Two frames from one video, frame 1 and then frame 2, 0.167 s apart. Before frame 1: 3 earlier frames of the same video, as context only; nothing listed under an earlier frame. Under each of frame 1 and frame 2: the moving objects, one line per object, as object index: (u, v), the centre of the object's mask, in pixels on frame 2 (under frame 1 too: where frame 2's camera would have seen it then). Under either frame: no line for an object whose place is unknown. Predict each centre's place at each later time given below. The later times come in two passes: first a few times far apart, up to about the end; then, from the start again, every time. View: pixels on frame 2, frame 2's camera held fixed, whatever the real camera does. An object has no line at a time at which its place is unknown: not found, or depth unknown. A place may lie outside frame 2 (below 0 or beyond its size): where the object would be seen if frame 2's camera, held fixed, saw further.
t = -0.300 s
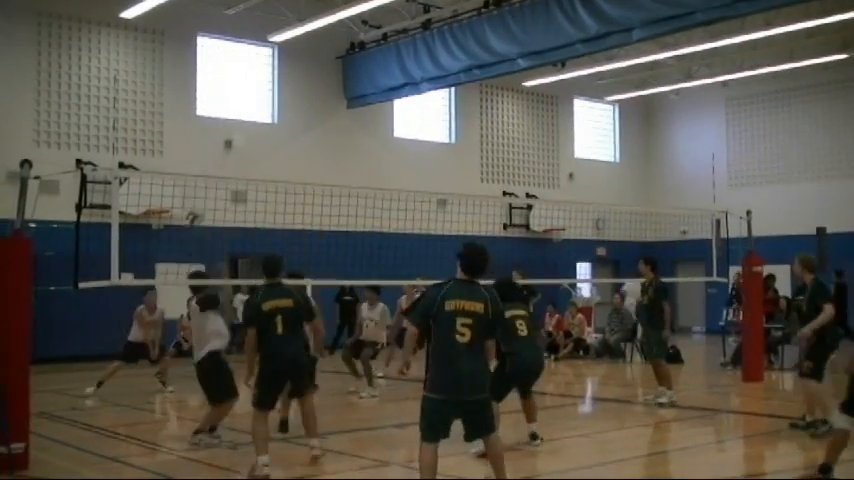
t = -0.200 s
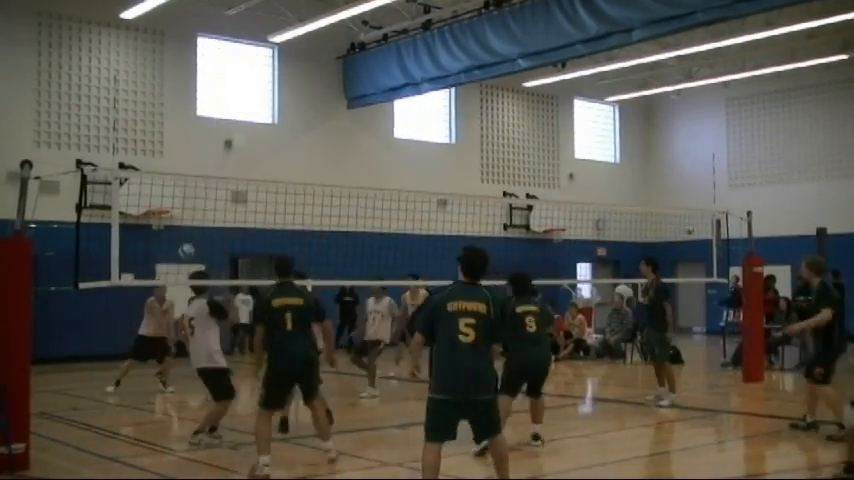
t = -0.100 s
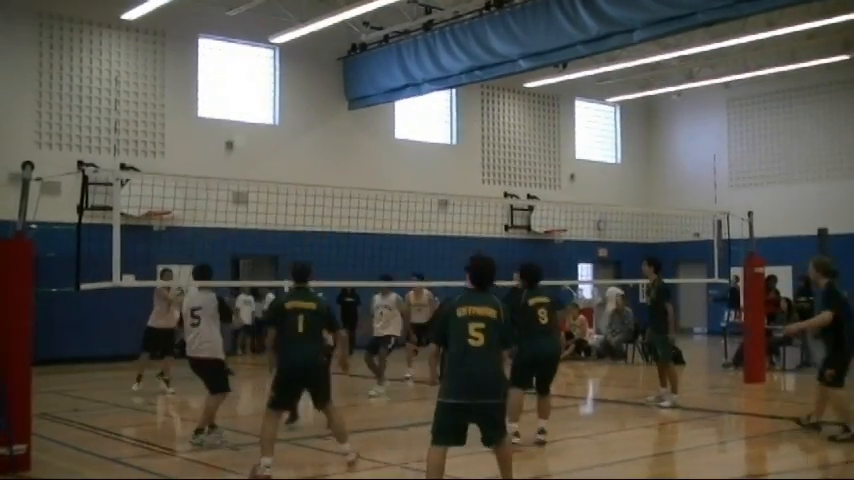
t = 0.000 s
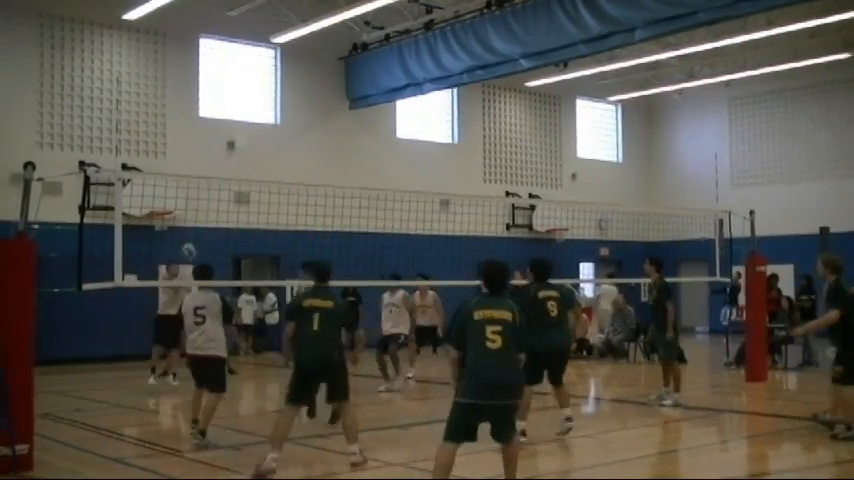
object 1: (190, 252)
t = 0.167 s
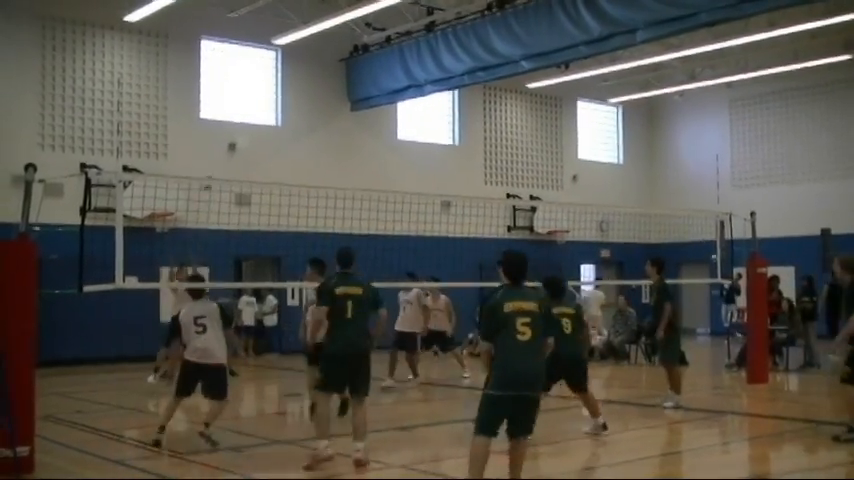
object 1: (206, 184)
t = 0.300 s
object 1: (220, 139)
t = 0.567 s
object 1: (245, 86)
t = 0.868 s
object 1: (275, 94)
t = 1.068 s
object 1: (295, 140)
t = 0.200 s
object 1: (211, 170)
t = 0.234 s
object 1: (214, 158)
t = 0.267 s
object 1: (217, 148)
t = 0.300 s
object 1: (220, 139)
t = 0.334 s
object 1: (224, 129)
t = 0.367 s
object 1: (227, 120)
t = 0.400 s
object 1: (229, 113)
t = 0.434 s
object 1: (233, 106)
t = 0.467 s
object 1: (236, 99)
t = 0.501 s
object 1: (239, 94)
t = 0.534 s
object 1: (242, 90)
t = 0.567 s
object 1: (245, 86)
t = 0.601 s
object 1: (248, 84)
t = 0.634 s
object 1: (252, 82)
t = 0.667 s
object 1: (255, 81)
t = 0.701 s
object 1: (258, 81)
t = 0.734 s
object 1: (261, 82)
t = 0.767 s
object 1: (265, 83)
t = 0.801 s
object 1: (268, 86)
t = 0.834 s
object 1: (272, 89)
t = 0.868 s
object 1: (275, 94)
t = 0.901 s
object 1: (278, 99)
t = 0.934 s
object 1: (281, 105)
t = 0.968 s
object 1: (284, 113)
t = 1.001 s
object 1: (288, 120)
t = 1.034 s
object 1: (292, 130)
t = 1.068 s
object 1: (295, 140)
